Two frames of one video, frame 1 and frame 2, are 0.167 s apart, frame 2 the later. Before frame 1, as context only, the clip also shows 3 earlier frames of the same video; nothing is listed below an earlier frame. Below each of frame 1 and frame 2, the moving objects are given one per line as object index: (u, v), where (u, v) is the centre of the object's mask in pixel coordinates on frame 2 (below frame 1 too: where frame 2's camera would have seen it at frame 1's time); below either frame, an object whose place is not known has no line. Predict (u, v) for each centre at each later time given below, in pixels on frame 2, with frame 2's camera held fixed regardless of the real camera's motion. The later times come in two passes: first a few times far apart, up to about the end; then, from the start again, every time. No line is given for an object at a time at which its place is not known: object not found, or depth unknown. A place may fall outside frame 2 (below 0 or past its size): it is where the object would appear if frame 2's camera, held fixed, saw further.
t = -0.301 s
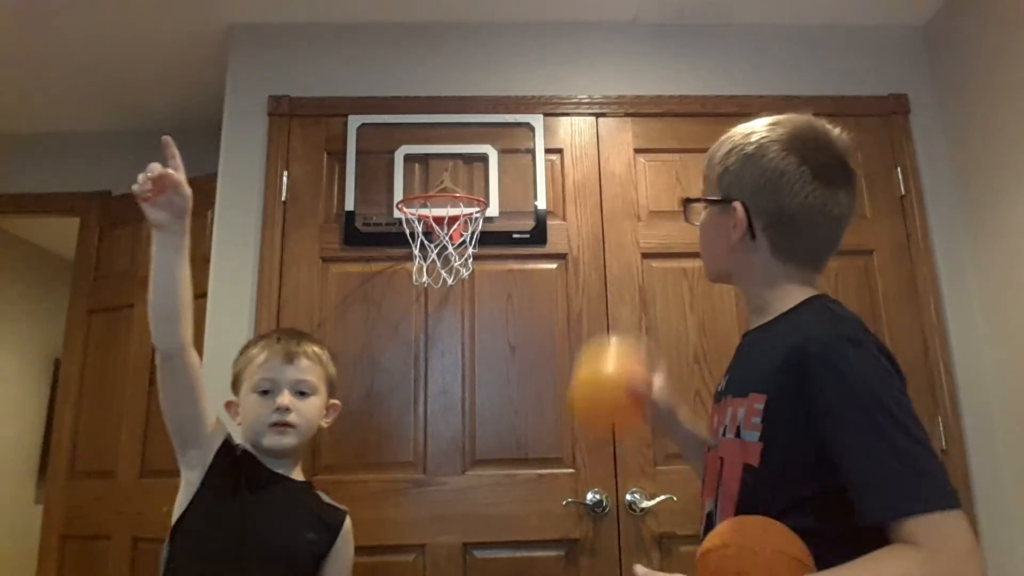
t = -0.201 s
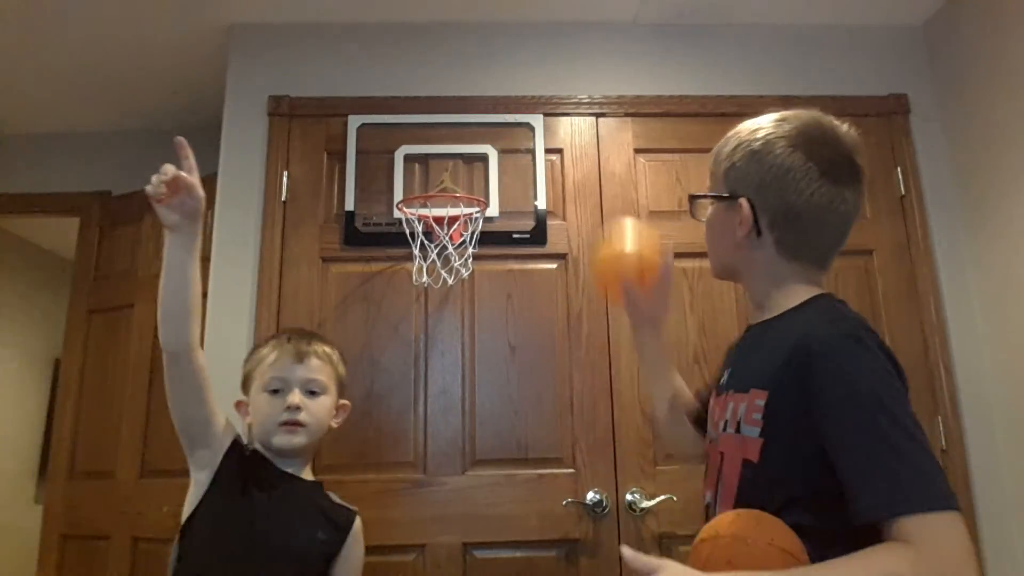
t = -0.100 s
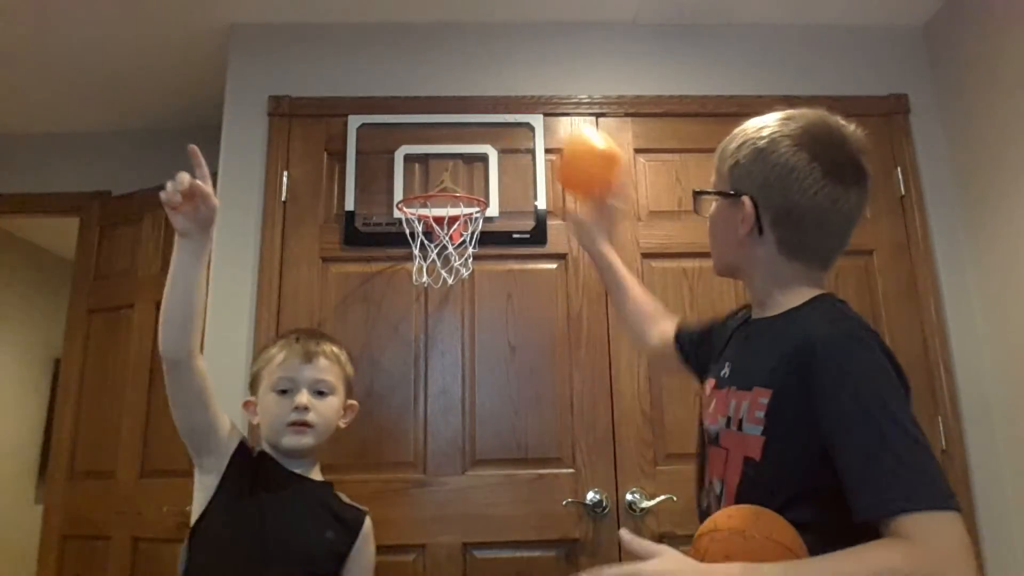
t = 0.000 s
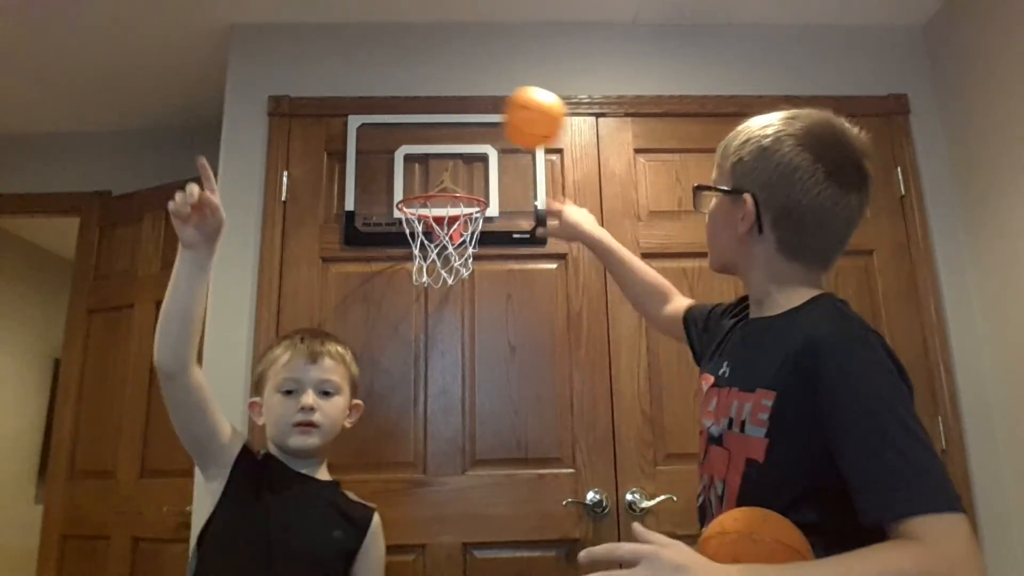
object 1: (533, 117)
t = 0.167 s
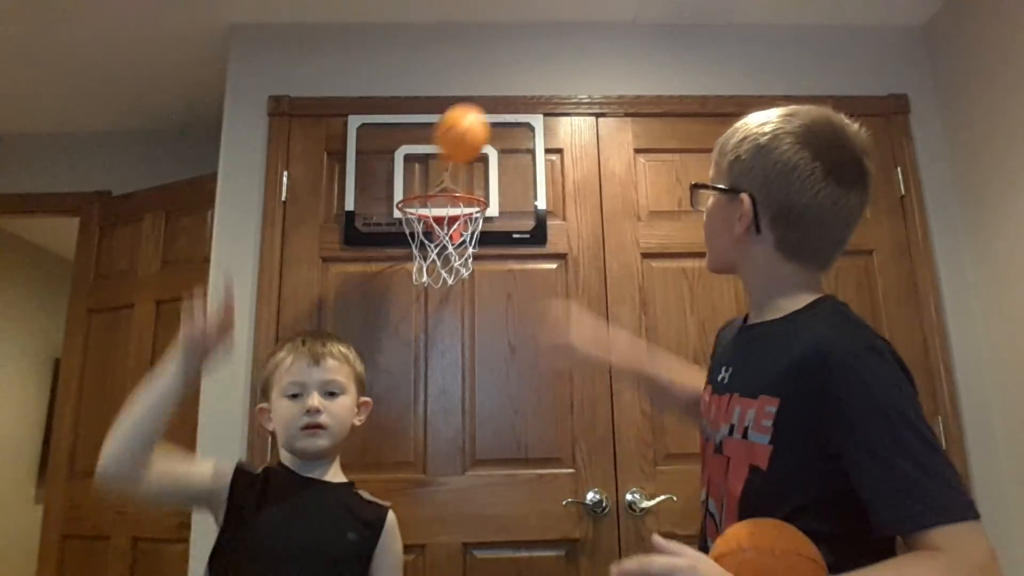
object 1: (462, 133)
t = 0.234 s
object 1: (436, 165)
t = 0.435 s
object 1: (457, 178)
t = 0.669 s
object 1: (428, 218)
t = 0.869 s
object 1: (451, 348)
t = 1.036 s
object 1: (468, 544)
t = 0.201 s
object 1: (449, 148)
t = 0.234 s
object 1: (436, 165)
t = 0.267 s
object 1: (428, 176)
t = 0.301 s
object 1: (429, 184)
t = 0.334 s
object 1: (443, 186)
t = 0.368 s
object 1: (463, 182)
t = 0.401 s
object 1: (461, 179)
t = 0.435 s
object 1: (457, 178)
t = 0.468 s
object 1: (451, 177)
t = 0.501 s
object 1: (446, 178)
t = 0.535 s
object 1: (437, 180)
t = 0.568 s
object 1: (432, 184)
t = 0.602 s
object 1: (430, 199)
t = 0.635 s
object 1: (427, 208)
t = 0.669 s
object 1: (428, 218)
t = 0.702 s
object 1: (432, 232)
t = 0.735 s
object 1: (437, 249)
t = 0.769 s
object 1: (441, 274)
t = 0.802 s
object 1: (443, 297)
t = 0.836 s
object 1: (447, 319)
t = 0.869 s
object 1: (451, 348)
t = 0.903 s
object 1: (454, 375)
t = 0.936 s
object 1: (457, 409)
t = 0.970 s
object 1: (460, 449)
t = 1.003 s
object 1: (464, 497)
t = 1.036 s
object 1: (468, 544)
